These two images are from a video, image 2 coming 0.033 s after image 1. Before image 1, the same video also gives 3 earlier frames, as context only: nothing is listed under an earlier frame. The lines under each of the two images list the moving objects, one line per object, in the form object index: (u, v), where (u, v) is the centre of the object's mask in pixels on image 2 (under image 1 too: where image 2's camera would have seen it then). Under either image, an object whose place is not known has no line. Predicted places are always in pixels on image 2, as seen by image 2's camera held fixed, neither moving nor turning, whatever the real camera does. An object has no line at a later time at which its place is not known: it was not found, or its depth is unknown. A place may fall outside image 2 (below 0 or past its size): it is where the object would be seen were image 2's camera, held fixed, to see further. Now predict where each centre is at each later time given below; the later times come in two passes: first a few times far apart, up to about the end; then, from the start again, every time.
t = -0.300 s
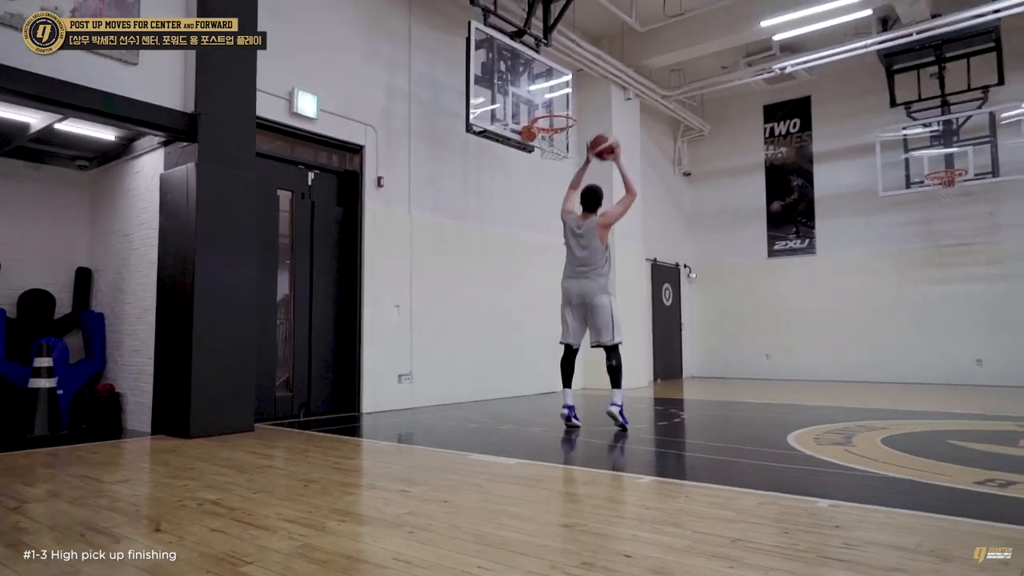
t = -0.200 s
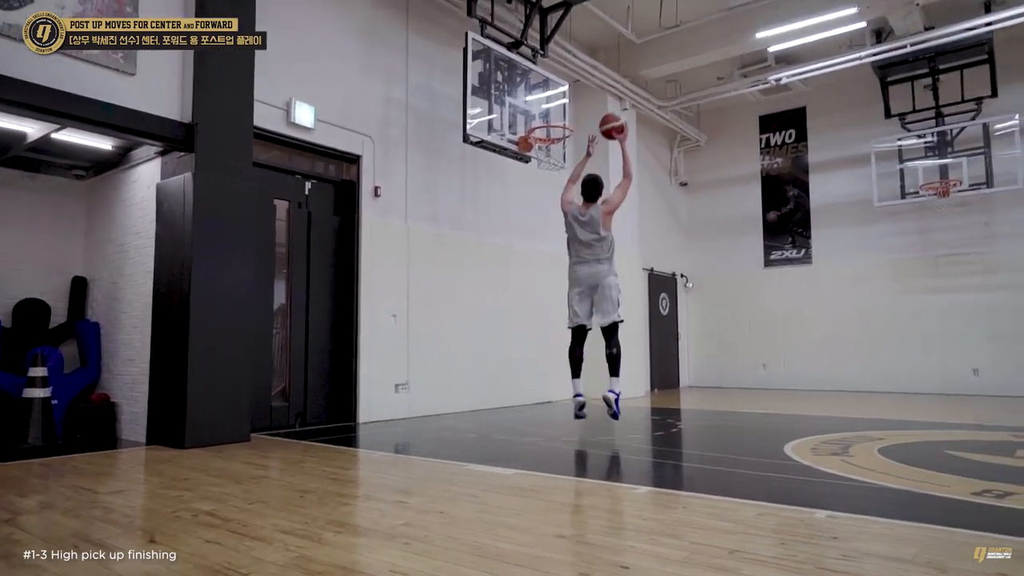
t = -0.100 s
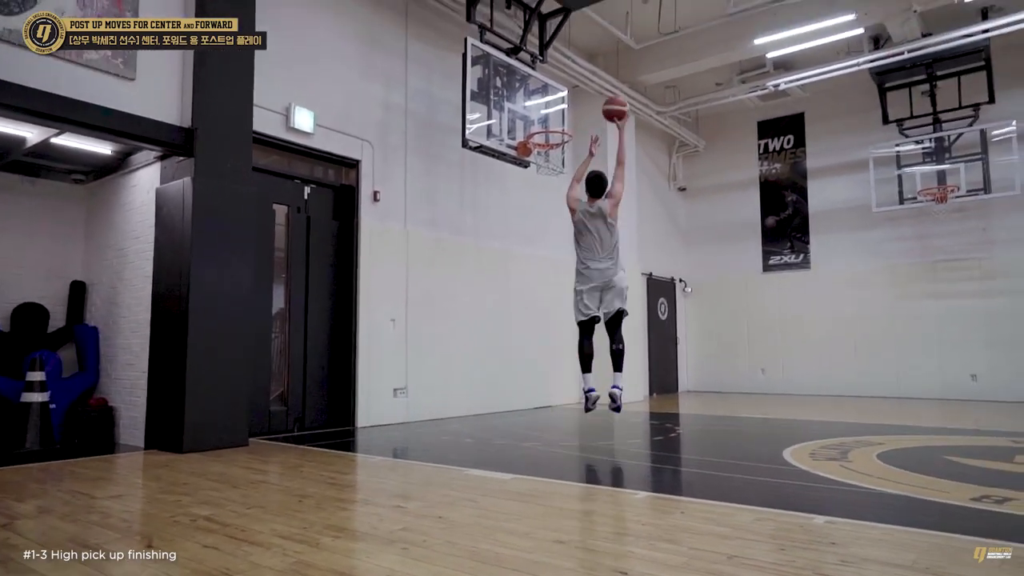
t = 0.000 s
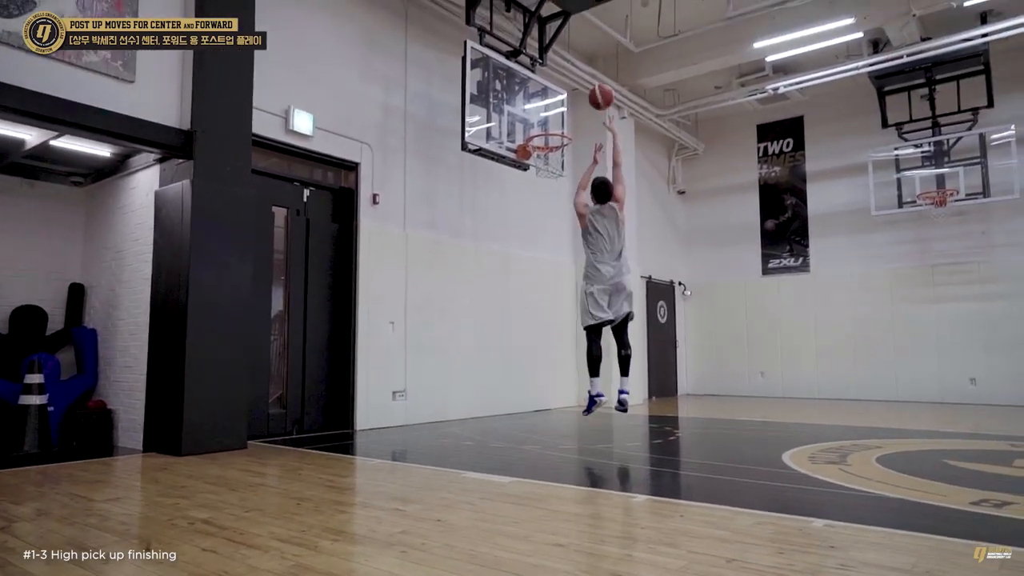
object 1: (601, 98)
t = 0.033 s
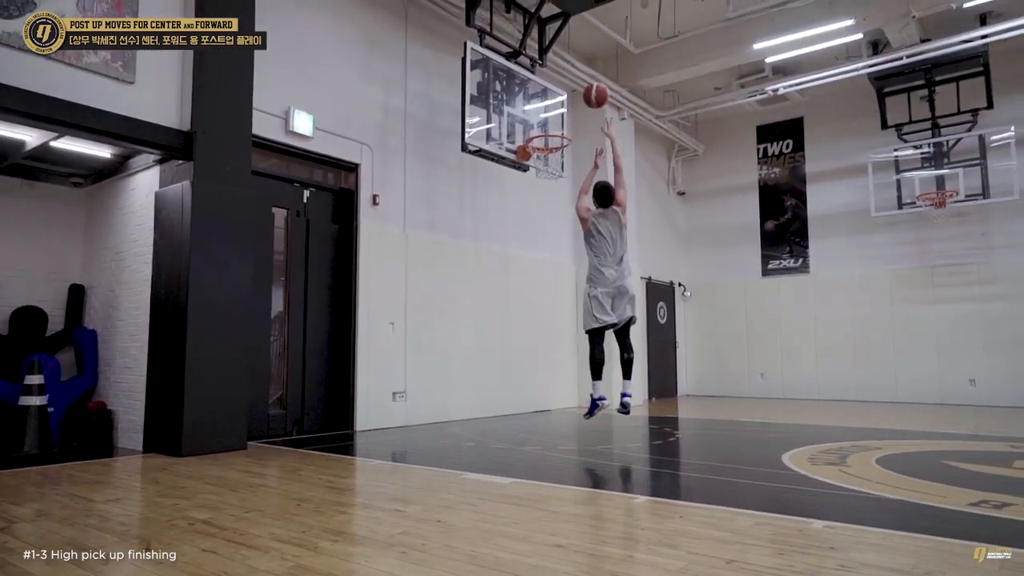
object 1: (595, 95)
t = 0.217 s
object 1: (569, 101)
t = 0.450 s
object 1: (544, 147)
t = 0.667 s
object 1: (562, 160)
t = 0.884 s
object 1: (556, 173)
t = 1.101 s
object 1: (550, 232)
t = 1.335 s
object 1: (543, 345)
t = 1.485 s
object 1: (540, 403)
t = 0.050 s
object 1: (593, 94)
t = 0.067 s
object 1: (590, 94)
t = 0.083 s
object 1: (588, 94)
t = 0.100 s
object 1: (585, 94)
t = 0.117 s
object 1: (582, 94)
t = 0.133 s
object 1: (580, 94)
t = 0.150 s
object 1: (577, 95)
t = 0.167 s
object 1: (575, 96)
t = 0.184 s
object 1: (573, 98)
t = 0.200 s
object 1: (571, 99)
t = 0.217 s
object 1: (569, 101)
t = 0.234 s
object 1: (567, 102)
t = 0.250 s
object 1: (565, 104)
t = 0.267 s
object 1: (562, 107)
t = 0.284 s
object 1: (560, 110)
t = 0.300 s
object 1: (558, 113)
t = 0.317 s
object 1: (556, 116)
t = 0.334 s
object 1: (553, 119)
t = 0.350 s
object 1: (551, 123)
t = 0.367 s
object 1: (549, 126)
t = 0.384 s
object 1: (547, 128)
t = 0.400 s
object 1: (545, 133)
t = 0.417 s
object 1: (541, 144)
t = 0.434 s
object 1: (542, 146)
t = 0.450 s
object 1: (544, 147)
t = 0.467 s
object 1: (547, 148)
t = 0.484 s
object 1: (550, 151)
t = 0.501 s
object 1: (552, 154)
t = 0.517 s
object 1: (554, 158)
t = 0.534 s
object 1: (556, 161)
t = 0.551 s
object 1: (558, 161)
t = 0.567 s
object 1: (559, 164)
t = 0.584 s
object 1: (560, 166)
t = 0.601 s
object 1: (561, 164)
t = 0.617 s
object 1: (561, 163)
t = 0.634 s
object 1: (562, 162)
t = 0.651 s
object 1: (562, 160)
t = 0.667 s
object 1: (562, 160)
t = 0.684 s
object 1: (562, 160)
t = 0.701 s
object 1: (562, 160)
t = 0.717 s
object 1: (562, 160)
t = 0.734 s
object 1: (562, 161)
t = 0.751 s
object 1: (561, 161)
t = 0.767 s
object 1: (561, 162)
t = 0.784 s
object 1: (560, 163)
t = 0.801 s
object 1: (560, 164)
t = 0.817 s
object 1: (559, 165)
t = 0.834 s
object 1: (559, 167)
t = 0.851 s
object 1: (558, 168)
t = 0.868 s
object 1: (557, 170)
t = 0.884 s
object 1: (556, 173)
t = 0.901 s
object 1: (556, 175)
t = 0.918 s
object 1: (555, 179)
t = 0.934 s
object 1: (555, 182)
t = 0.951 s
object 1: (554, 186)
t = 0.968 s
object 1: (554, 190)
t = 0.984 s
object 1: (553, 195)
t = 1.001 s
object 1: (553, 199)
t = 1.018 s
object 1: (552, 204)
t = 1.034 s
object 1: (552, 209)
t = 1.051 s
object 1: (551, 214)
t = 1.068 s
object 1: (551, 220)
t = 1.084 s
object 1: (550, 226)
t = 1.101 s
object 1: (550, 232)
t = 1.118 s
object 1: (549, 238)
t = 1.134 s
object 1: (549, 245)
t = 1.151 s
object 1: (548, 252)
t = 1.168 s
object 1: (548, 259)
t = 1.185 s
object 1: (547, 267)
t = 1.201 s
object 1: (547, 274)
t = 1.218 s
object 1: (547, 282)
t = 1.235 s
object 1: (546, 290)
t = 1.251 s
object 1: (546, 299)
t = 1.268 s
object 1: (545, 308)
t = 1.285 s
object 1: (545, 317)
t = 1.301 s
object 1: (544, 326)
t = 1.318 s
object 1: (544, 336)
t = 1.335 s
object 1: (543, 345)
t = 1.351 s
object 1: (543, 355)
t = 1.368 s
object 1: (543, 366)
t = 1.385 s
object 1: (543, 377)
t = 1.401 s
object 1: (543, 388)
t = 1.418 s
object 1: (542, 399)
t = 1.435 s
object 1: (542, 411)
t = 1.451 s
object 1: (541, 421)
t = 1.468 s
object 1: (541, 411)
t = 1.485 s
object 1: (540, 403)
